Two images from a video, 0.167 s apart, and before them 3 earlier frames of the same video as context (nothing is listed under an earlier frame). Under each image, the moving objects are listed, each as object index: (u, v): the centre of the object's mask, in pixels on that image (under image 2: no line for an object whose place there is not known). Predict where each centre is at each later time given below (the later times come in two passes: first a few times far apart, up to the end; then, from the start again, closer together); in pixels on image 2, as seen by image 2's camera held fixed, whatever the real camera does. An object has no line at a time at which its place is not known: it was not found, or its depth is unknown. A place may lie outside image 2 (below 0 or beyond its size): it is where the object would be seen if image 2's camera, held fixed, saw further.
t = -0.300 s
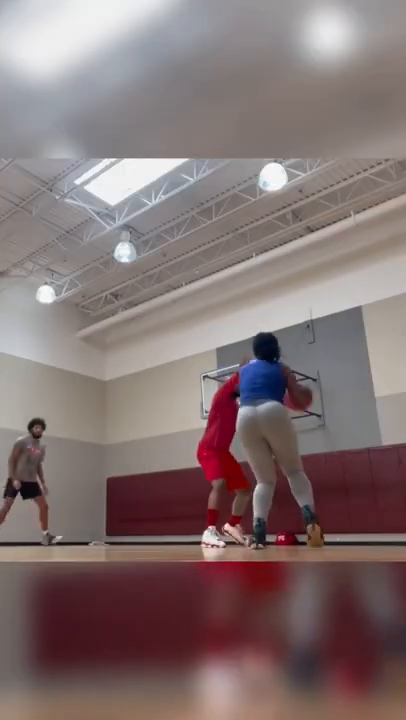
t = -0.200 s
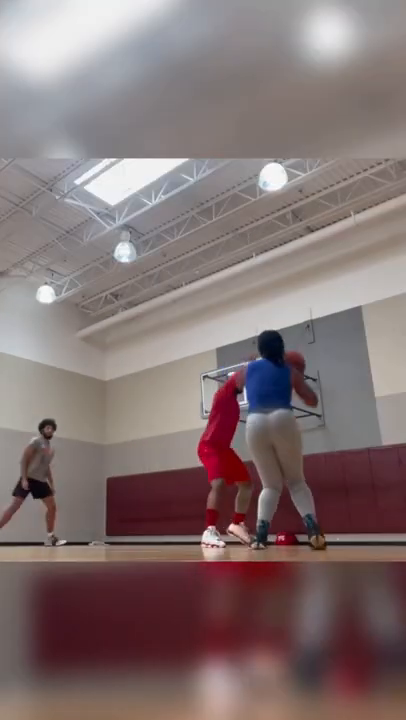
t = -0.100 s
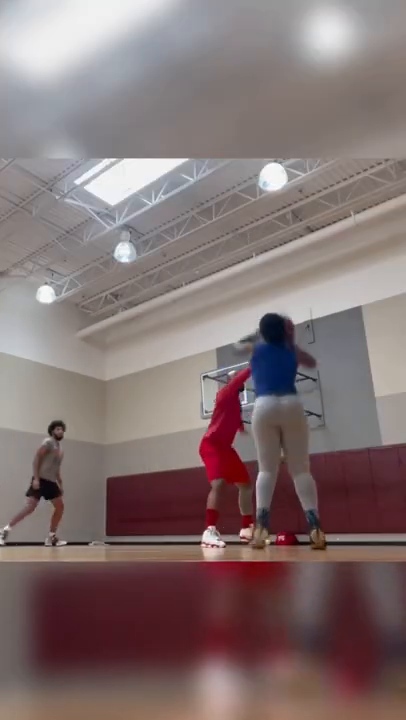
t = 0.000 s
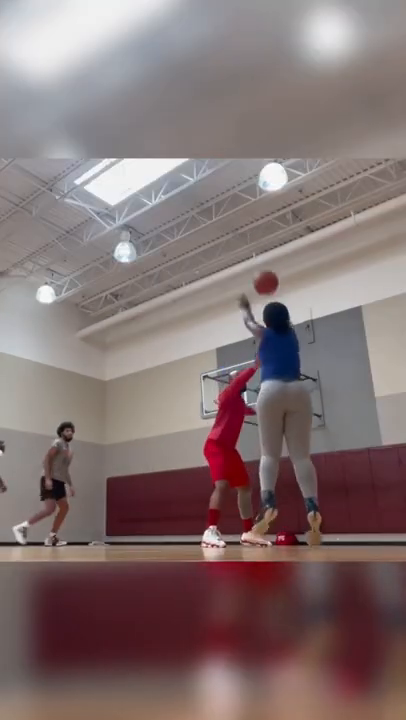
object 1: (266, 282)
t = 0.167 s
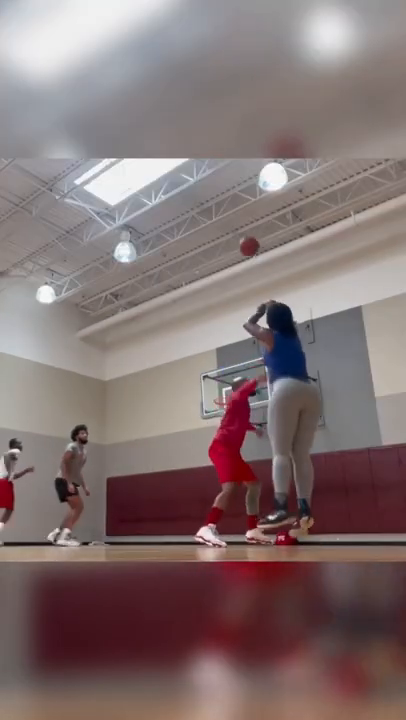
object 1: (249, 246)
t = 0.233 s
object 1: (244, 240)
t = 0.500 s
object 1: (231, 245)
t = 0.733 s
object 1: (226, 275)
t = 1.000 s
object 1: (222, 329)
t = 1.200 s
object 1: (220, 381)
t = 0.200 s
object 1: (246, 242)
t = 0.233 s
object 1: (244, 240)
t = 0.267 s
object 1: (242, 238)
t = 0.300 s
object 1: (240, 238)
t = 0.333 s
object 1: (239, 237)
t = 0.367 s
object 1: (237, 238)
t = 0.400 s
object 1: (235, 239)
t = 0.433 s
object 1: (234, 240)
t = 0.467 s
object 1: (233, 243)
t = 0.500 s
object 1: (231, 245)
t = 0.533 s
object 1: (230, 248)
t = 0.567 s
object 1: (230, 252)
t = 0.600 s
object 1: (229, 256)
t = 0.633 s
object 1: (228, 260)
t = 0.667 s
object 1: (227, 264)
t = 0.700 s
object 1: (227, 270)
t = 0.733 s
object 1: (226, 275)
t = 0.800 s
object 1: (225, 287)
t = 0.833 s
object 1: (224, 293)
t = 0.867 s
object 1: (224, 300)
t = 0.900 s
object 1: (224, 307)
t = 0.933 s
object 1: (223, 314)
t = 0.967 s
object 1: (222, 321)
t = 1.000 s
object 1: (222, 329)
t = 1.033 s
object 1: (222, 337)
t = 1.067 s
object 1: (222, 346)
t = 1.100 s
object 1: (221, 354)
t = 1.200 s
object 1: (220, 381)
